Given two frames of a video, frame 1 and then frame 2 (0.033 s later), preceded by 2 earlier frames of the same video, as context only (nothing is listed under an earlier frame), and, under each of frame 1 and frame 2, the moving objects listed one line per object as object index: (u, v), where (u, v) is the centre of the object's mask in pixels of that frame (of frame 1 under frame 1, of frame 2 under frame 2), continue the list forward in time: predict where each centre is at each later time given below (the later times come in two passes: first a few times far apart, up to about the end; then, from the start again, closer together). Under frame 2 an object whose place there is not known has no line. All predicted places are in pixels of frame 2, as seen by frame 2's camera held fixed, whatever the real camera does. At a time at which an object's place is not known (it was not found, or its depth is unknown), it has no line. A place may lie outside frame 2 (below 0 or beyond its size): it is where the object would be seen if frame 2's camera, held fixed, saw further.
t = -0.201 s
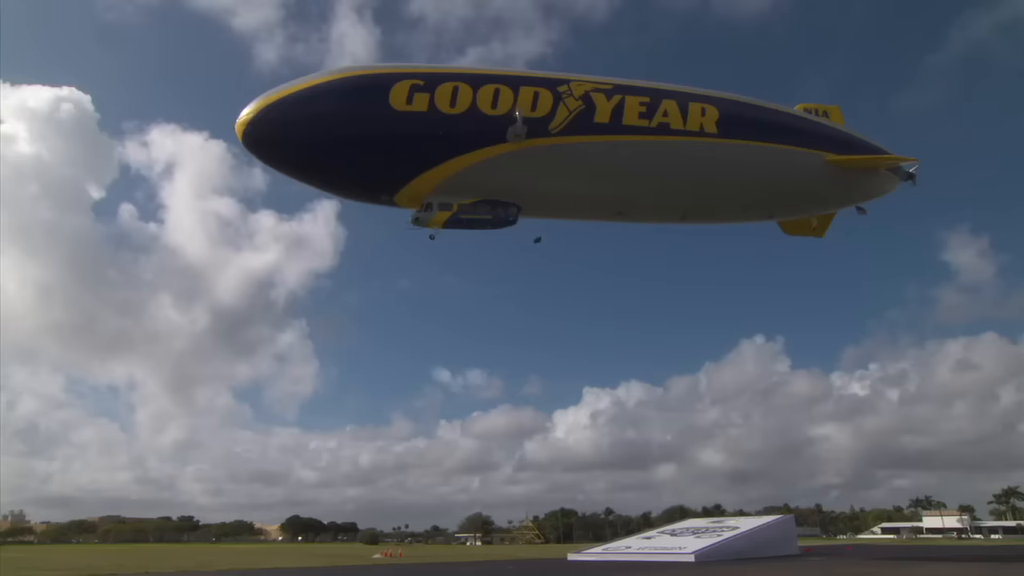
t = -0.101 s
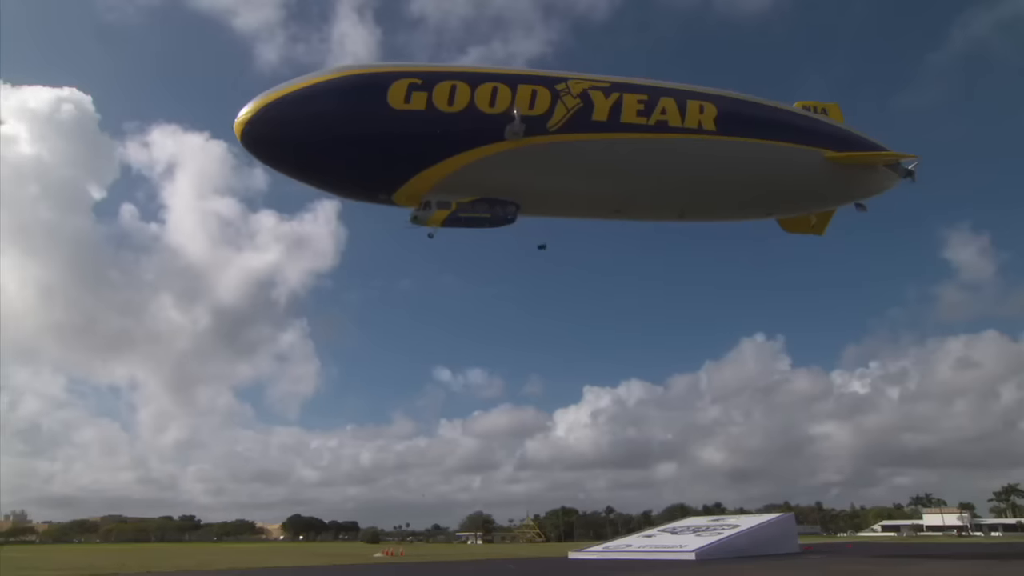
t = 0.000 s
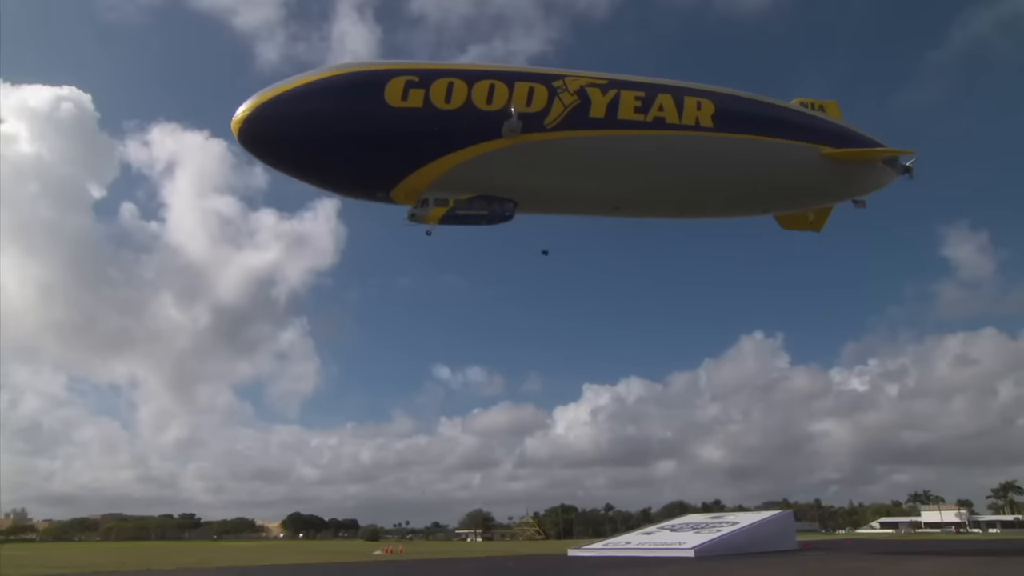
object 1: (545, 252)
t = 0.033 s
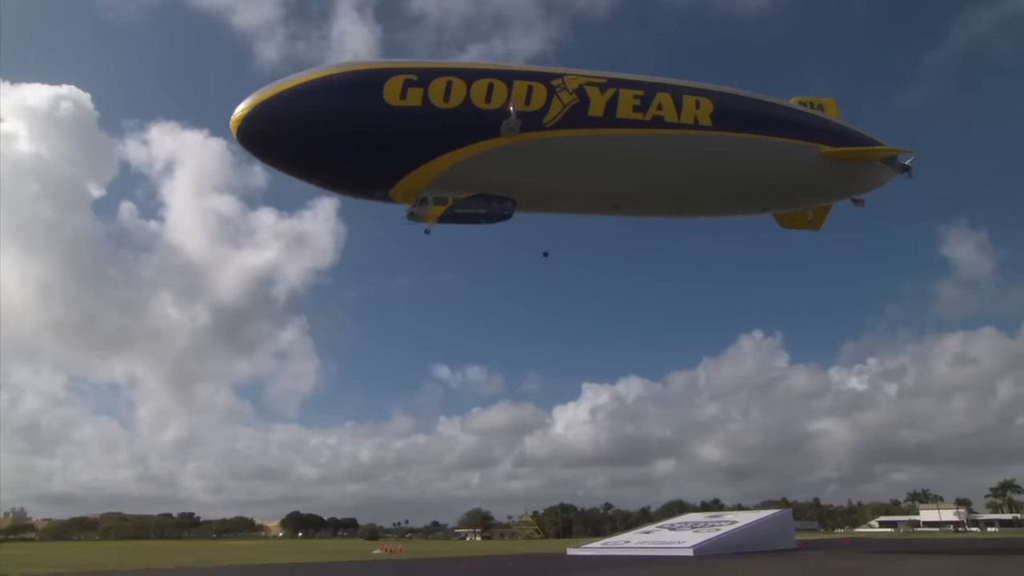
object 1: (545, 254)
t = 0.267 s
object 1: (557, 274)
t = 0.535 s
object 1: (576, 300)
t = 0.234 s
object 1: (555, 271)
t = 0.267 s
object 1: (557, 274)
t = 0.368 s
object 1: (562, 281)
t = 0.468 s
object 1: (570, 292)
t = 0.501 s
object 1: (574, 296)
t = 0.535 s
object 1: (576, 300)
